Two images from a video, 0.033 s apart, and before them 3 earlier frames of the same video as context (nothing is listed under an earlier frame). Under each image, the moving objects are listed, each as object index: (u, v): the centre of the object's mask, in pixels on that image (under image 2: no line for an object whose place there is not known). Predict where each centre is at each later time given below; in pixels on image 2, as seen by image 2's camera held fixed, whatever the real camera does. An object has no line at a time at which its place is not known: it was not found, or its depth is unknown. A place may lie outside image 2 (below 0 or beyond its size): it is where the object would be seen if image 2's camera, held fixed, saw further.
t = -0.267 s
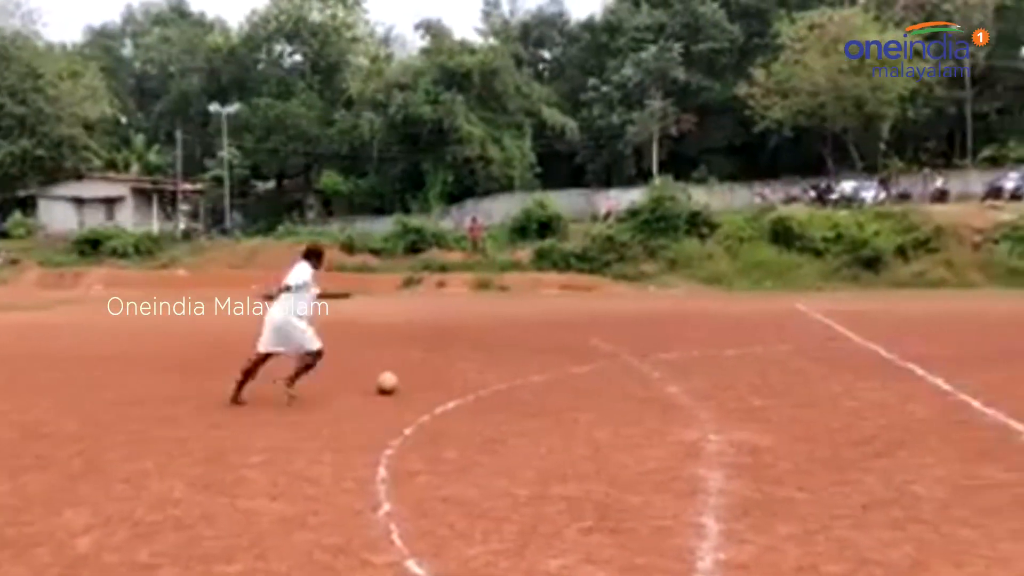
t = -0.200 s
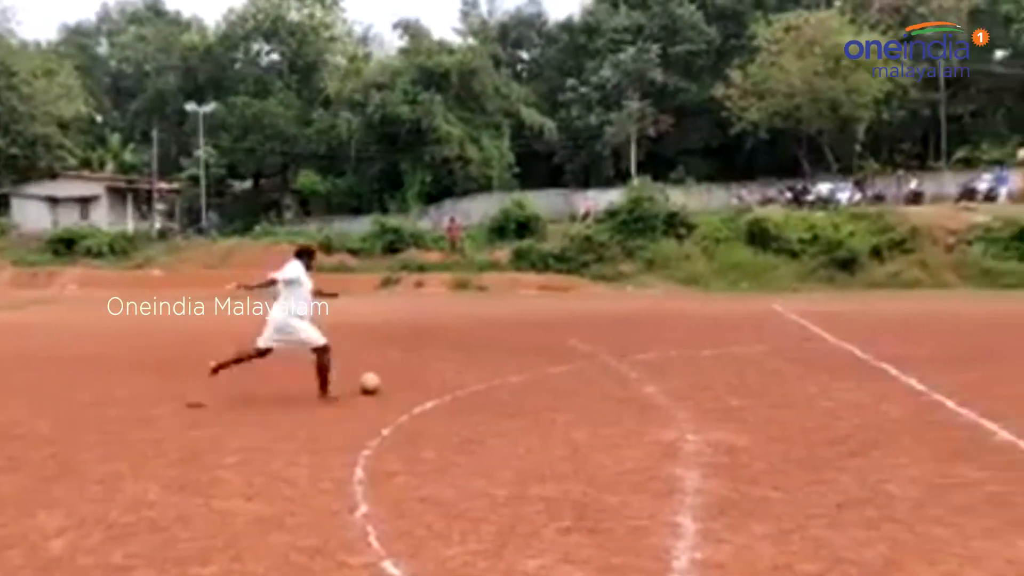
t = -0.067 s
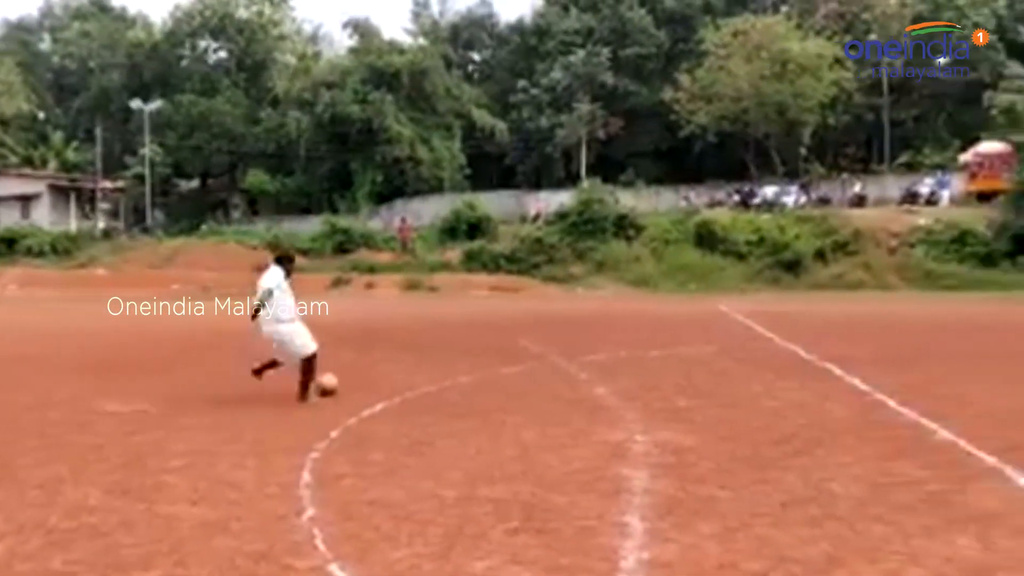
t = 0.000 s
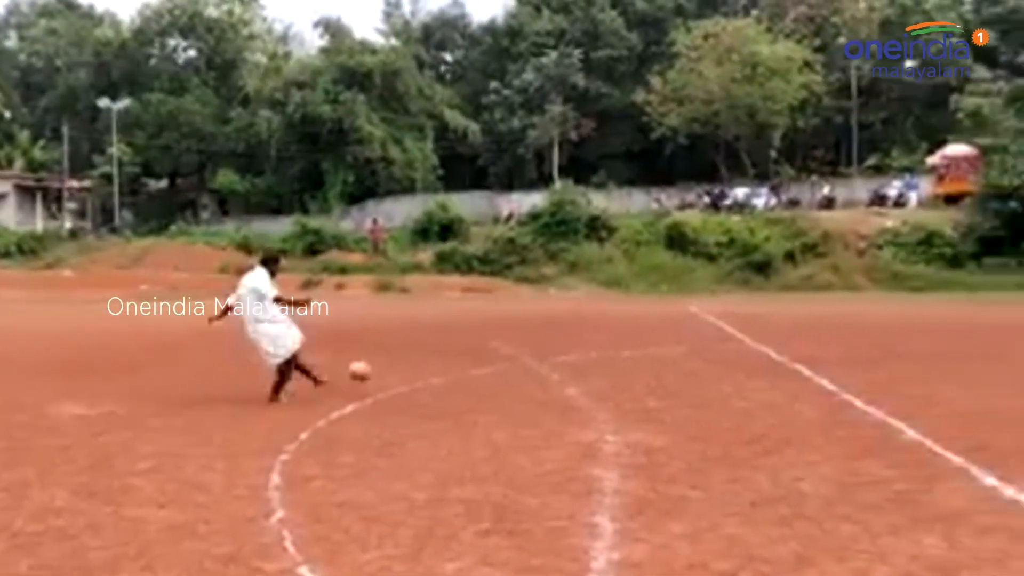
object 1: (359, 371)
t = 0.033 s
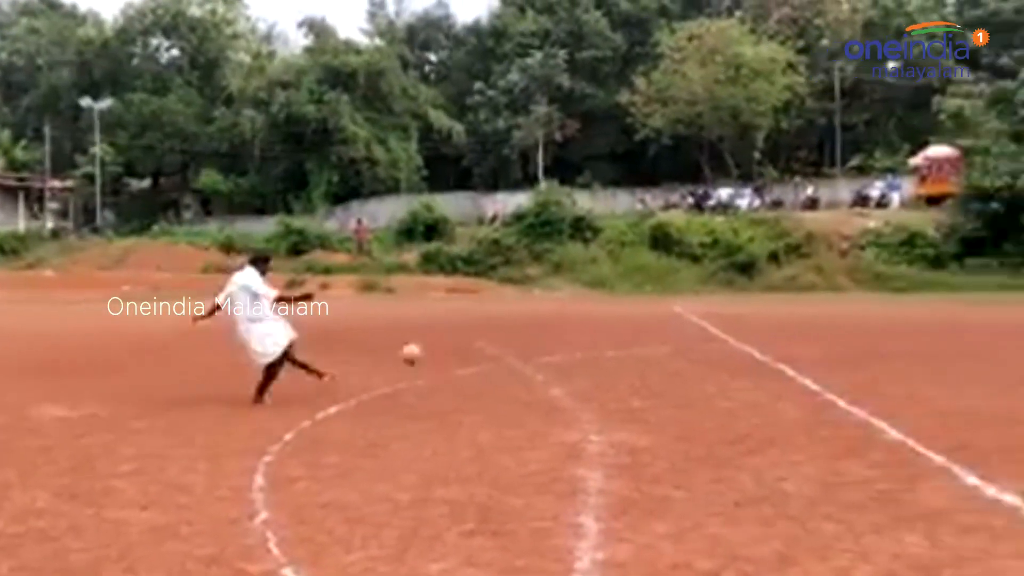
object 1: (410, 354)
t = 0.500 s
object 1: (1322, 190)
